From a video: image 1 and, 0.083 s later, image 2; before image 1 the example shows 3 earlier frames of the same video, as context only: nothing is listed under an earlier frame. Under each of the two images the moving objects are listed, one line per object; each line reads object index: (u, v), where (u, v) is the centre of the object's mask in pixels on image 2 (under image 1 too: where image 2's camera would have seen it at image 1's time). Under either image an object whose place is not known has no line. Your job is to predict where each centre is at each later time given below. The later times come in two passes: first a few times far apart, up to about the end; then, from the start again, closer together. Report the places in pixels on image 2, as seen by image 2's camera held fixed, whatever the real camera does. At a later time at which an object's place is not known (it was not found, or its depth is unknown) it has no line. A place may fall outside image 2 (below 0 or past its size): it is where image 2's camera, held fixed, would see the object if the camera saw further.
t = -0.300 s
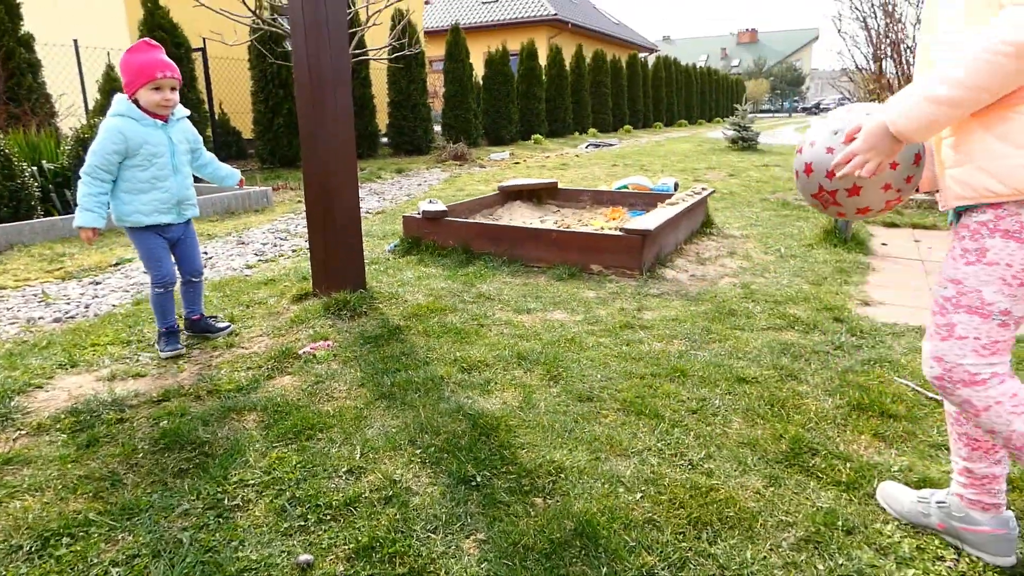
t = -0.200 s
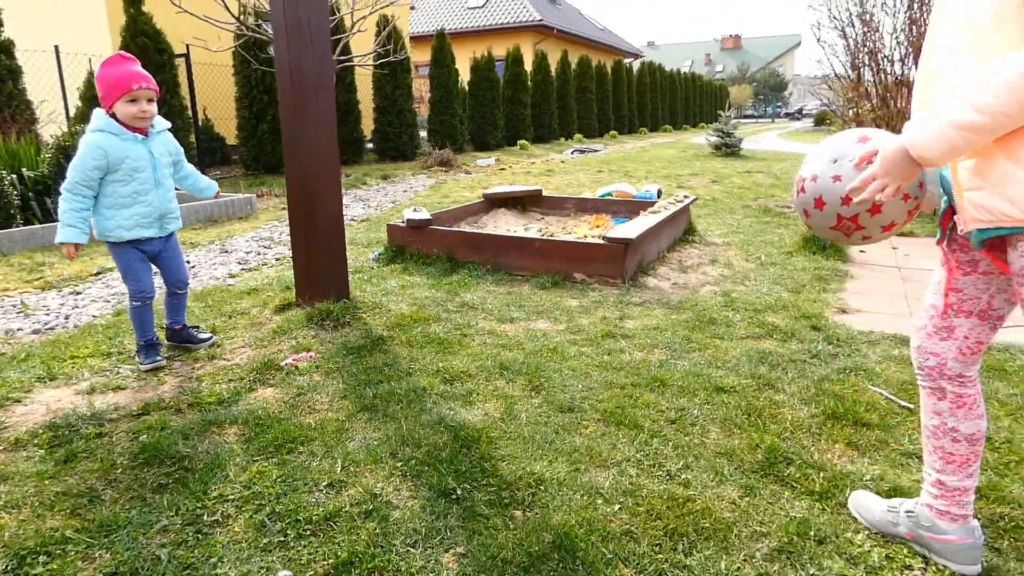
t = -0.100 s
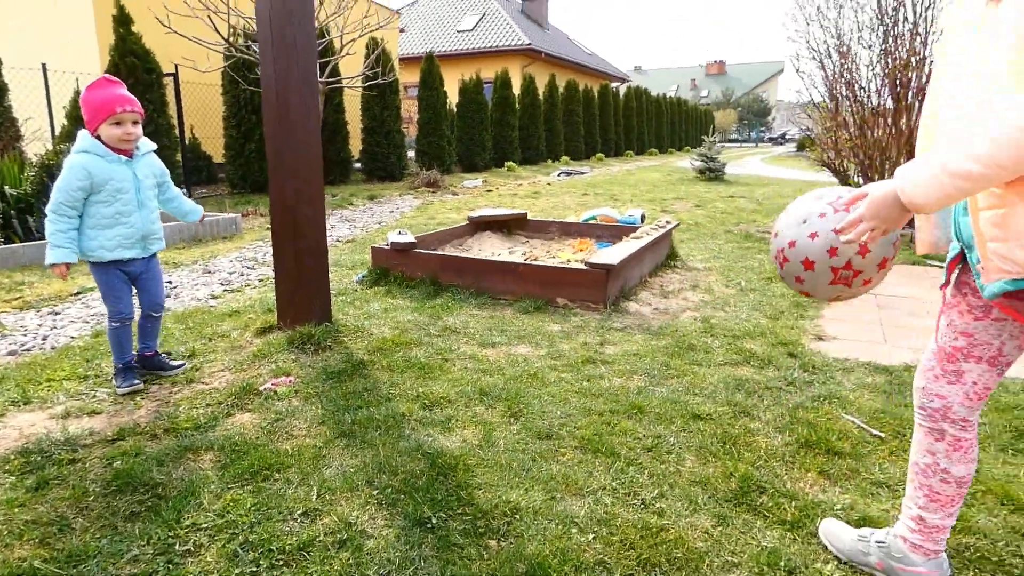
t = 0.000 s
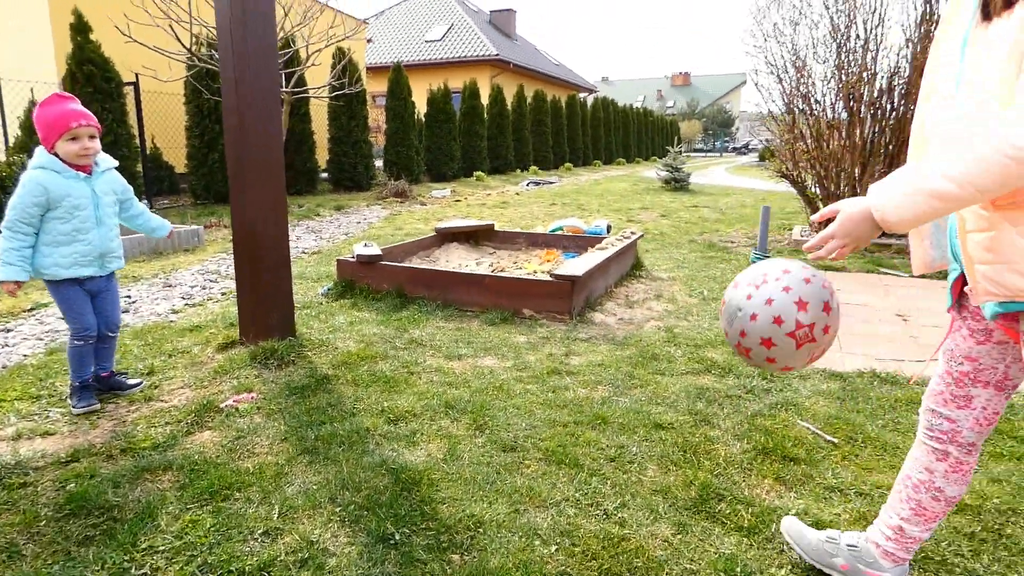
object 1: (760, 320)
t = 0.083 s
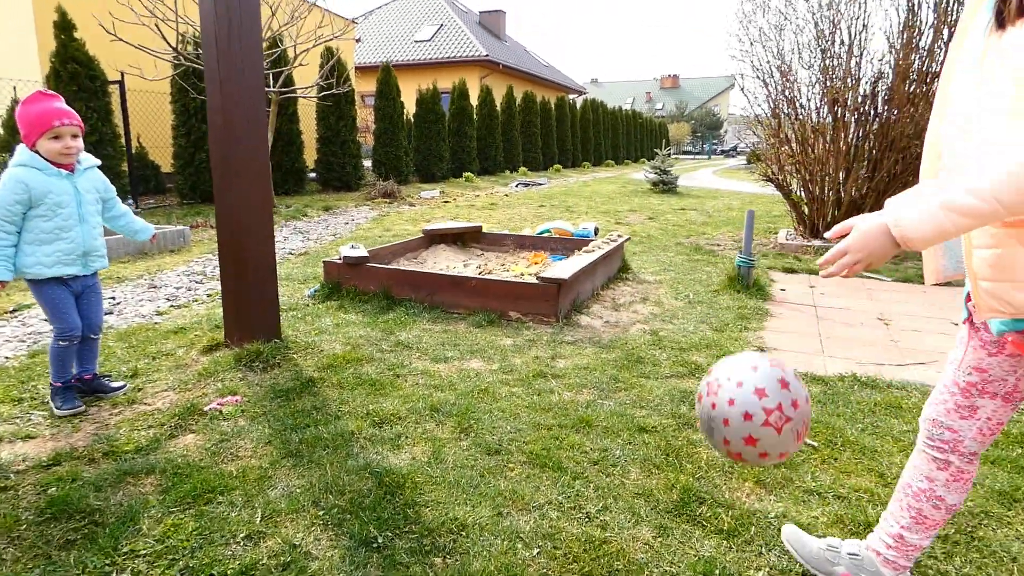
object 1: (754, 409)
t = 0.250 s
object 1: (750, 525)
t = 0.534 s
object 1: (766, 524)
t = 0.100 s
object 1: (752, 430)
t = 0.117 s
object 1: (751, 454)
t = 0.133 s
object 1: (749, 478)
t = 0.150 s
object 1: (748, 504)
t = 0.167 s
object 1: (747, 526)
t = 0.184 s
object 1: (743, 540)
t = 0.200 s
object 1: (741, 545)
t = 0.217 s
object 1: (745, 539)
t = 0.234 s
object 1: (747, 532)
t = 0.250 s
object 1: (750, 525)
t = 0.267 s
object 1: (753, 518)
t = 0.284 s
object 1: (755, 511)
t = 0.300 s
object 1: (756, 503)
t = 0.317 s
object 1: (758, 496)
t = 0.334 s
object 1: (760, 490)
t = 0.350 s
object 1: (761, 486)
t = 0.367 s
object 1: (763, 483)
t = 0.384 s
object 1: (764, 482)
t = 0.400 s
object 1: (765, 482)
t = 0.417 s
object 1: (766, 483)
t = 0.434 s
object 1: (767, 486)
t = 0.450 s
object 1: (767, 490)
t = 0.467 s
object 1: (769, 497)
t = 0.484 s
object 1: (770, 504)
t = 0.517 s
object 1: (768, 517)
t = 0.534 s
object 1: (766, 524)
